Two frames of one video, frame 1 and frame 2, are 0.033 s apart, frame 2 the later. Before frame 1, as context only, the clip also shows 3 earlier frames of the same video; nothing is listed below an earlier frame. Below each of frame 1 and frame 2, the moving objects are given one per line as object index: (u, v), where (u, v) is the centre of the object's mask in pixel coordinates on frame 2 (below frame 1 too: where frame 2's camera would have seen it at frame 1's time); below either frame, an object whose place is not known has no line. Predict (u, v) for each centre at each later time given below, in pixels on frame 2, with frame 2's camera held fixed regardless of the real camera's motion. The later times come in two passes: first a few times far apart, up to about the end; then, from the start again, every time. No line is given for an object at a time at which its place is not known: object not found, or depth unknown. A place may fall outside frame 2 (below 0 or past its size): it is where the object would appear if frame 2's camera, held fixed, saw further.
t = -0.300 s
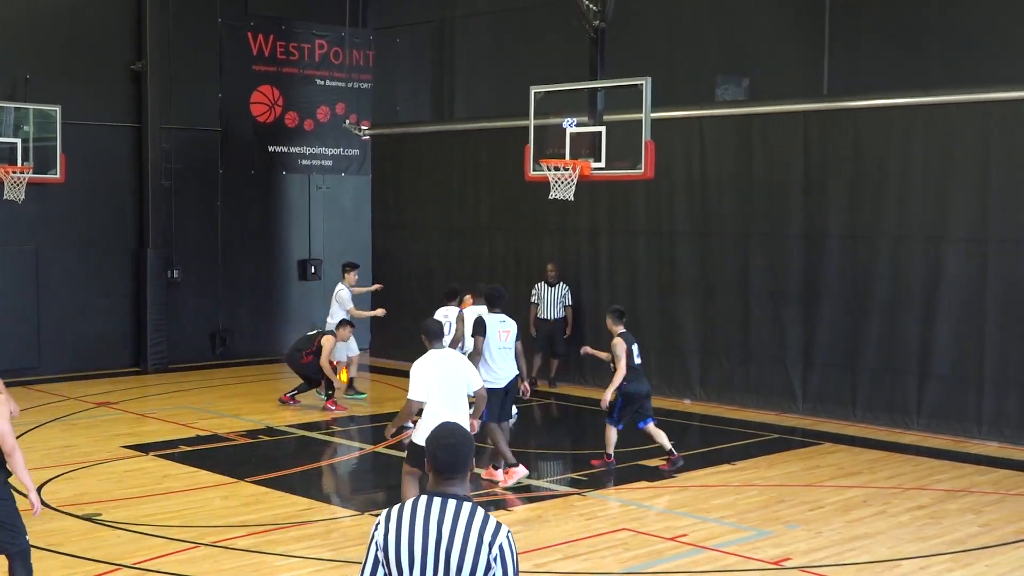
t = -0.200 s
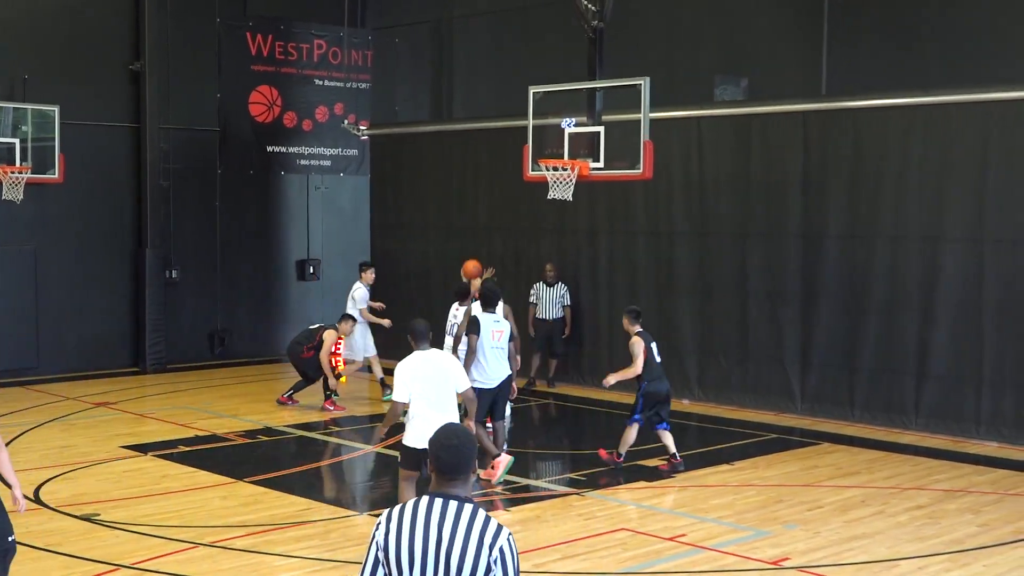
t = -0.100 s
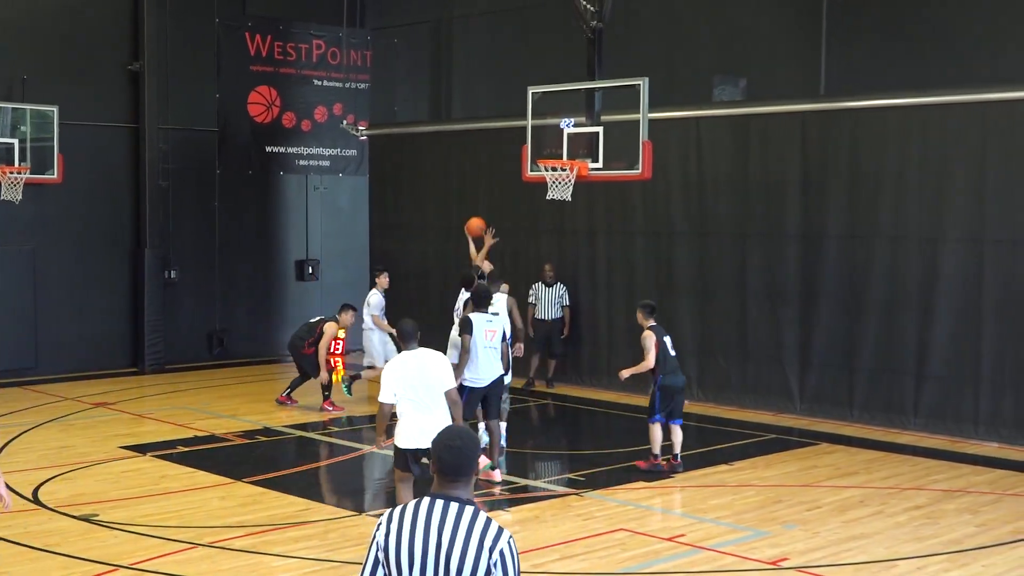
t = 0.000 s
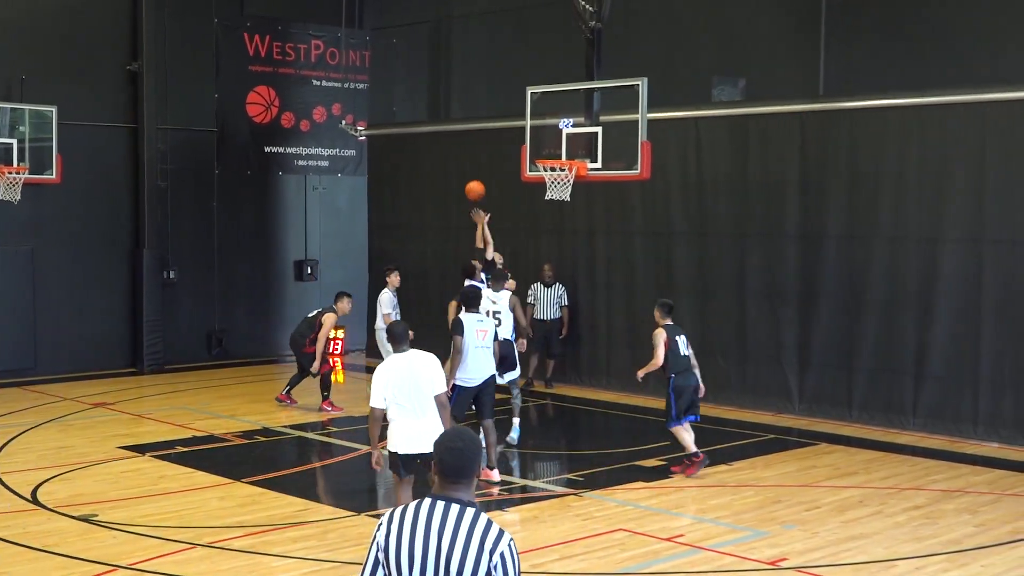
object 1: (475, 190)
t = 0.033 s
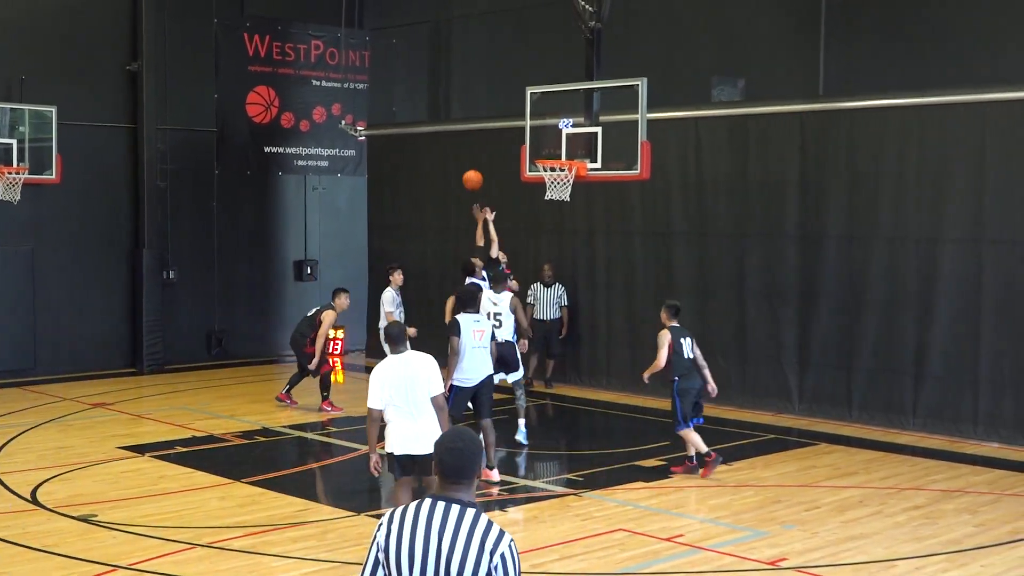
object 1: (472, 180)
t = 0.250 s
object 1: (458, 131)
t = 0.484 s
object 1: (443, 121)
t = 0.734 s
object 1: (425, 162)
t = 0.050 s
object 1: (471, 175)
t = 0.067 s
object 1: (471, 170)
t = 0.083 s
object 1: (469, 165)
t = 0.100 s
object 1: (468, 161)
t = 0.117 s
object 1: (467, 157)
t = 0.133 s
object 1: (466, 153)
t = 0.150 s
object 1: (465, 149)
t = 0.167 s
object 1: (464, 145)
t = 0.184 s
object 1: (463, 142)
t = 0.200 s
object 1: (462, 139)
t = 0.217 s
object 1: (461, 137)
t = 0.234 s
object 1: (460, 134)
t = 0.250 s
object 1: (458, 131)
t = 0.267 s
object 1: (457, 129)
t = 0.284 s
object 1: (456, 127)
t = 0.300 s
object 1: (455, 125)
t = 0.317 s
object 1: (454, 124)
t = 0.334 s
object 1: (453, 122)
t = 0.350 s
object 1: (452, 121)
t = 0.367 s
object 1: (451, 121)
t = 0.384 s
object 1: (449, 120)
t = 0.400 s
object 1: (448, 120)
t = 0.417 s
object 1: (447, 119)
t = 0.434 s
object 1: (446, 120)
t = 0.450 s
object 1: (445, 120)
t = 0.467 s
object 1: (444, 120)
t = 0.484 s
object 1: (443, 121)
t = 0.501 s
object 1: (441, 122)
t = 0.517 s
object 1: (440, 123)
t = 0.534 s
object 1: (439, 125)
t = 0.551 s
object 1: (438, 126)
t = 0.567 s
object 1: (437, 128)
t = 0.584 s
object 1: (436, 130)
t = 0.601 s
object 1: (434, 133)
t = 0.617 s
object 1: (433, 135)
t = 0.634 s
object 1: (432, 139)
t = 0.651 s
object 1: (431, 142)
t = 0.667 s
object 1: (430, 145)
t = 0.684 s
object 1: (428, 149)
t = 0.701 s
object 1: (427, 153)
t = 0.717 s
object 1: (426, 157)
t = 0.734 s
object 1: (425, 162)
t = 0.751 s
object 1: (424, 166)
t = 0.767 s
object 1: (423, 171)
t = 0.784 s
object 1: (421, 176)
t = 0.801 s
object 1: (420, 182)
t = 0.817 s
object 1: (419, 188)
